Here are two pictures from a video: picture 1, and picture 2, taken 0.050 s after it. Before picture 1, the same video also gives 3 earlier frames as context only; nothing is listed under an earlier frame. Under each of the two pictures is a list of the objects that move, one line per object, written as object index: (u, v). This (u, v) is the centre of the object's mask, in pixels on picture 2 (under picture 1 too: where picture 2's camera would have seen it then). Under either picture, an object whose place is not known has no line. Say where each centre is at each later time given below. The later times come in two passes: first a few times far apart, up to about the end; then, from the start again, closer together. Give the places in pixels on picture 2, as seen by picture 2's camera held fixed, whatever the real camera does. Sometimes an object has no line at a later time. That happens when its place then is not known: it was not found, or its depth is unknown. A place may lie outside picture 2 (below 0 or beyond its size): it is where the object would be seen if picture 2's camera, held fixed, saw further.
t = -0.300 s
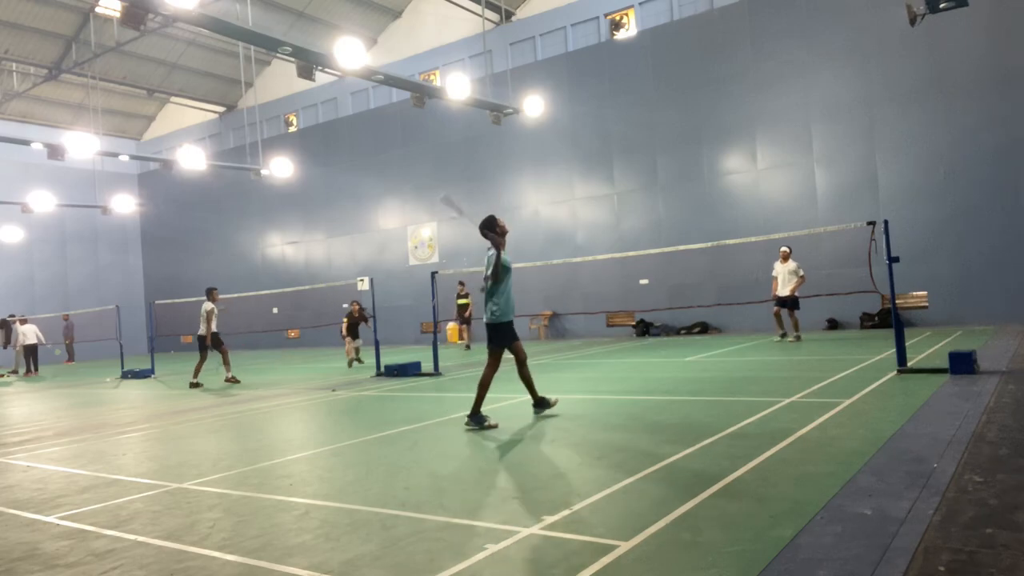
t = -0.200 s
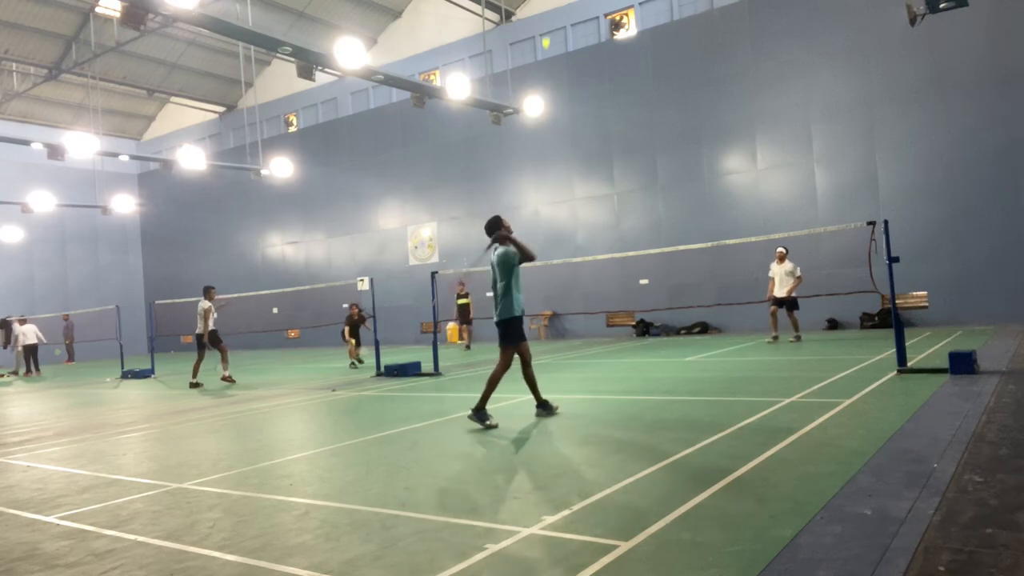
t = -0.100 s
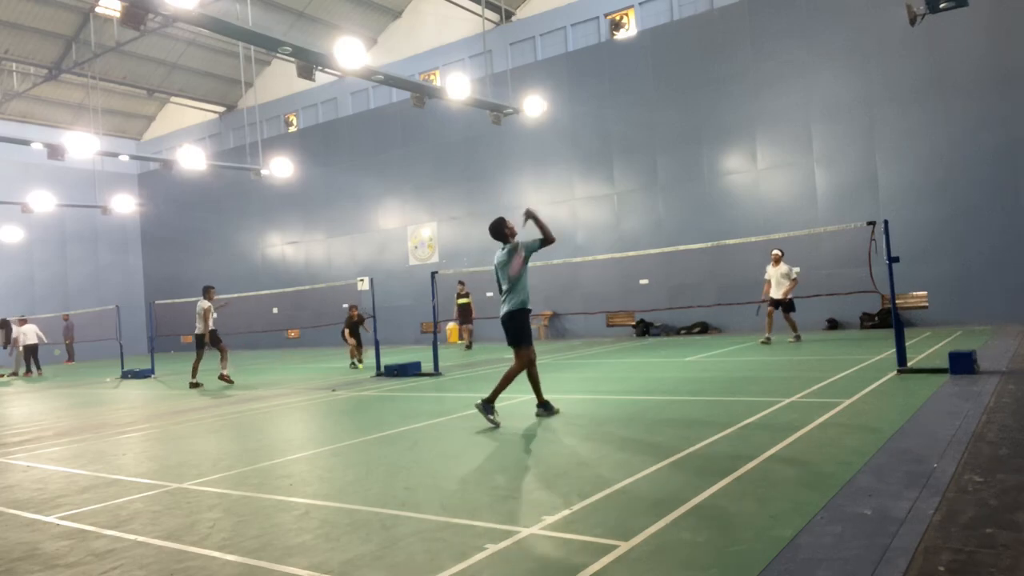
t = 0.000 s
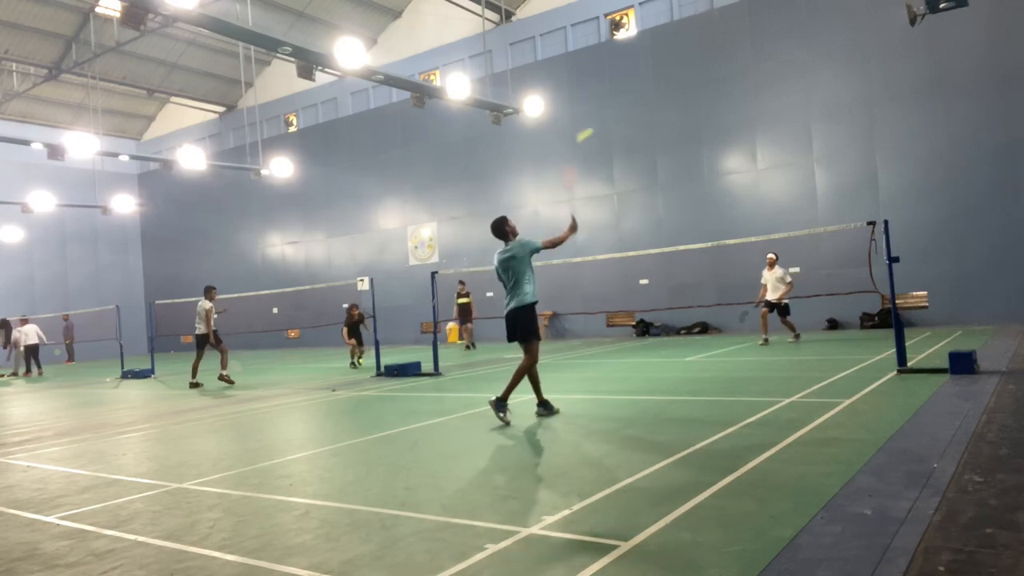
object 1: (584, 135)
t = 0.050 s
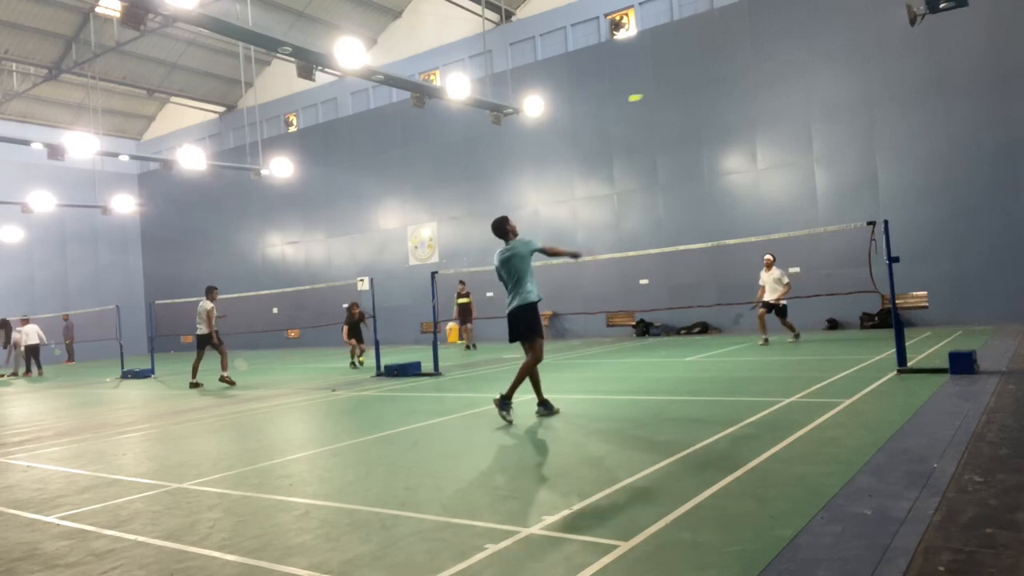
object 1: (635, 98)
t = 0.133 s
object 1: (692, 70)
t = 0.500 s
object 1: (794, 62)
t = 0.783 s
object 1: (832, 105)
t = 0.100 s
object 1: (673, 79)
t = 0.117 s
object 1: (683, 74)
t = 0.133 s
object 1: (692, 70)
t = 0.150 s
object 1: (701, 67)
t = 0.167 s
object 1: (708, 64)
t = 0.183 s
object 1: (715, 61)
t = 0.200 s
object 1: (722, 59)
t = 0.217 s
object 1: (728, 57)
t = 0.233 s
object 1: (734, 56)
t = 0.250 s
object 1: (739, 55)
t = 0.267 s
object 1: (744, 54)
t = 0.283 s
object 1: (749, 53)
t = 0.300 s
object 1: (753, 52)
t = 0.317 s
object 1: (757, 52)
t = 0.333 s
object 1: (761, 52)
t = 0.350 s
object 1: (765, 53)
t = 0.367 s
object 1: (769, 53)
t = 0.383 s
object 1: (772, 54)
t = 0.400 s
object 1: (775, 54)
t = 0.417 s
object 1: (779, 55)
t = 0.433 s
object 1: (782, 56)
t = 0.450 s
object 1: (785, 57)
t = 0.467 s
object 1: (788, 59)
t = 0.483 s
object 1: (791, 60)
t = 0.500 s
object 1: (794, 62)
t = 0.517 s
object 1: (797, 63)
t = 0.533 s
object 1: (799, 65)
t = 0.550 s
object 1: (802, 67)
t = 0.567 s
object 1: (804, 69)
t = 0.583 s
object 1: (807, 71)
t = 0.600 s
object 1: (809, 74)
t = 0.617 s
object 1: (811, 76)
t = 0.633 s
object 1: (813, 79)
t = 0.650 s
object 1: (815, 81)
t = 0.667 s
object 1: (818, 84)
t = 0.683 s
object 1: (820, 87)
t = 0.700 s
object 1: (822, 89)
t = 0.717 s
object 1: (824, 92)
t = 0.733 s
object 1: (826, 95)
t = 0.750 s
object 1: (827, 98)
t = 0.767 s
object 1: (830, 102)
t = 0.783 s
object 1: (832, 105)
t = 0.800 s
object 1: (833, 108)
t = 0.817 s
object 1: (835, 112)
